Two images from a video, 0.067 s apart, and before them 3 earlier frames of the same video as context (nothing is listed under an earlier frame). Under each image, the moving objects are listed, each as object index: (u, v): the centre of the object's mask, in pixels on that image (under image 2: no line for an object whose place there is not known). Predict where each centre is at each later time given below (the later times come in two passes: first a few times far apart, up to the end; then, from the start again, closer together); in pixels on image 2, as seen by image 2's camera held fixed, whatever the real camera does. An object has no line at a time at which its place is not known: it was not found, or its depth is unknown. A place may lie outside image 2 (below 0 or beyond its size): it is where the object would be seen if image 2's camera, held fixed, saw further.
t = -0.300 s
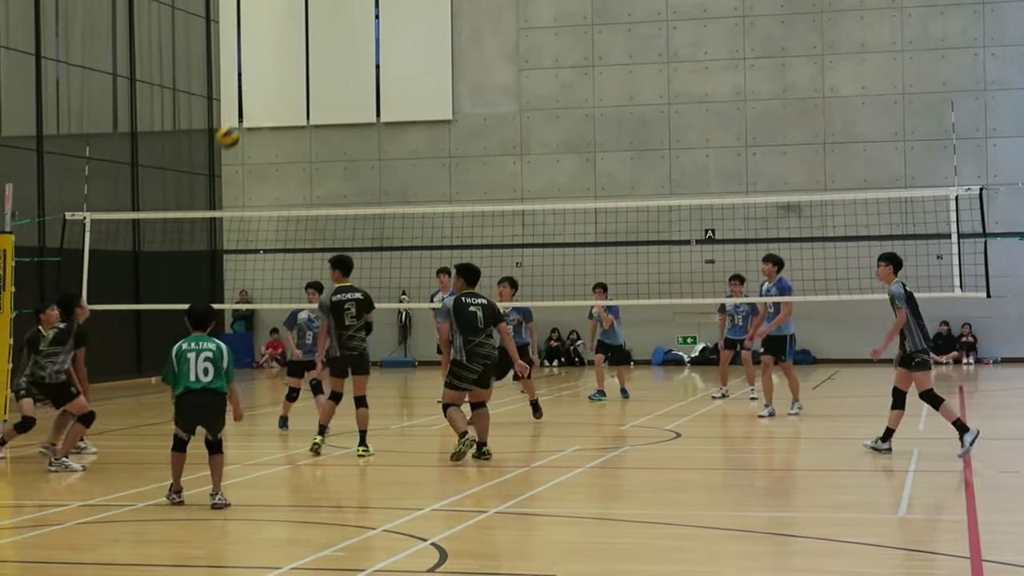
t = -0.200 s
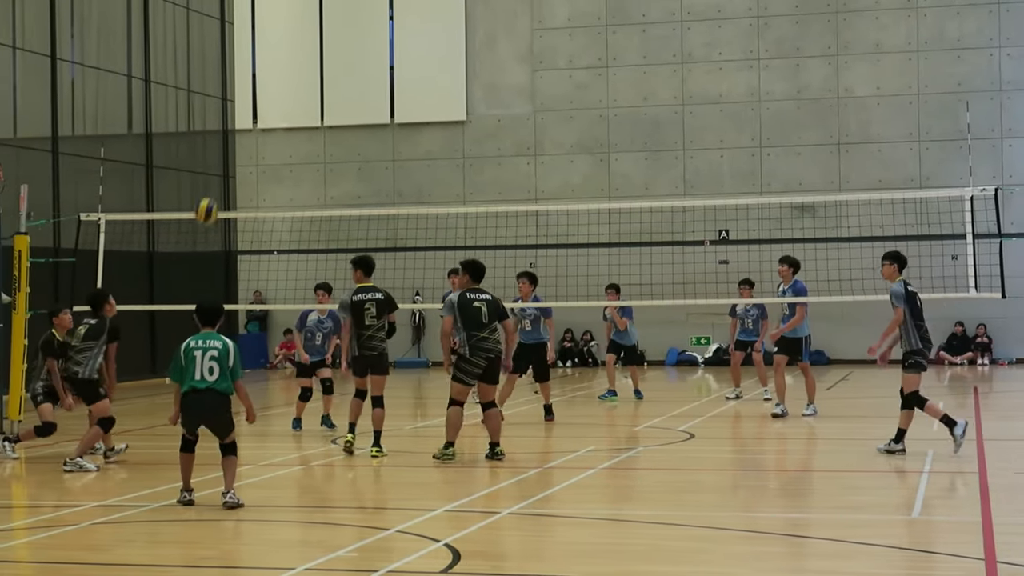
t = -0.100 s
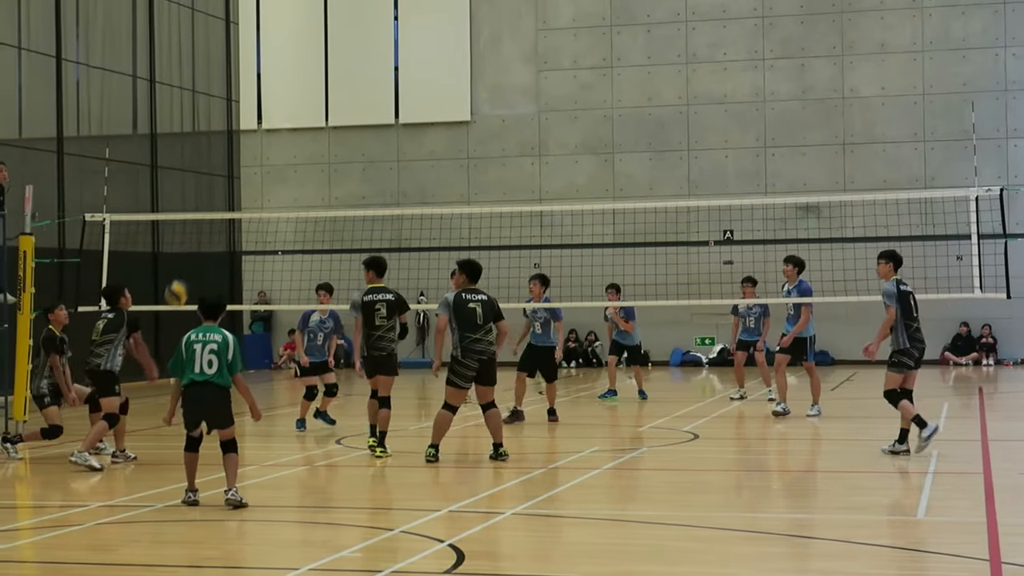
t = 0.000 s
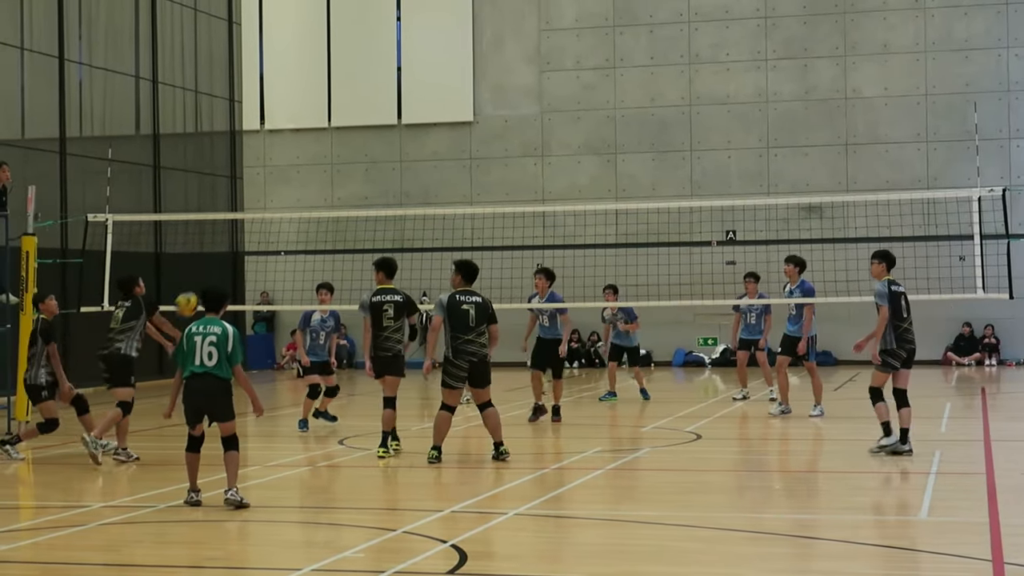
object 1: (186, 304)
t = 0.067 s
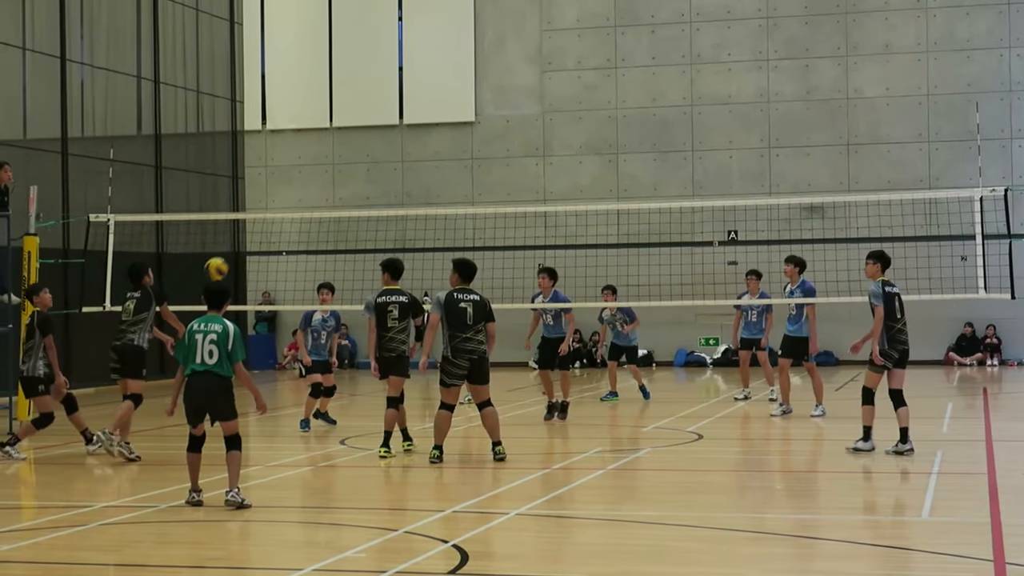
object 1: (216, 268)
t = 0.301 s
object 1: (303, 192)
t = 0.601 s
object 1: (397, 182)
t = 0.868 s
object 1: (466, 239)
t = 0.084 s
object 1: (223, 260)
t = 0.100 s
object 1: (230, 254)
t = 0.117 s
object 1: (236, 247)
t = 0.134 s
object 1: (243, 240)
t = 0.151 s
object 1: (249, 233)
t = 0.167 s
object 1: (255, 227)
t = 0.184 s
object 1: (261, 221)
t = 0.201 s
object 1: (267, 216)
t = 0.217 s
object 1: (274, 211)
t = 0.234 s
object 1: (280, 207)
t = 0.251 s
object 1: (285, 203)
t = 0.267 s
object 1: (292, 199)
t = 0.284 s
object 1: (297, 195)
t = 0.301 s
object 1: (303, 192)
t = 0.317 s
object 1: (309, 189)
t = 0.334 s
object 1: (315, 186)
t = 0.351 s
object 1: (321, 184)
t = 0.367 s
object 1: (325, 182)
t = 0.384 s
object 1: (331, 181)
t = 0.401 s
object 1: (336, 179)
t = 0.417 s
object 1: (342, 178)
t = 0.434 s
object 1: (347, 177)
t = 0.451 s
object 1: (351, 176)
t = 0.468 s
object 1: (357, 176)
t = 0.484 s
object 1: (363, 176)
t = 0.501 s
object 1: (368, 176)
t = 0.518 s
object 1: (372, 176)
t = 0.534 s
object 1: (378, 177)
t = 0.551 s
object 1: (382, 178)
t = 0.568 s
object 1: (388, 179)
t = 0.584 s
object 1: (393, 181)
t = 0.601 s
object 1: (397, 182)
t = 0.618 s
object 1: (402, 184)
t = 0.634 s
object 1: (407, 186)
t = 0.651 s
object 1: (411, 189)
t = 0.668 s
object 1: (416, 191)
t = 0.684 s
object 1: (421, 194)
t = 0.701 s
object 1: (425, 197)
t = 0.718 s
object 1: (429, 199)
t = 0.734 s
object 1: (433, 201)
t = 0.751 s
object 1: (437, 203)
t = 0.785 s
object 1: (446, 218)
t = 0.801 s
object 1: (450, 220)
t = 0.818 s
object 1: (454, 223)
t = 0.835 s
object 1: (458, 228)
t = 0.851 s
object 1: (462, 233)
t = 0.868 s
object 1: (466, 239)
